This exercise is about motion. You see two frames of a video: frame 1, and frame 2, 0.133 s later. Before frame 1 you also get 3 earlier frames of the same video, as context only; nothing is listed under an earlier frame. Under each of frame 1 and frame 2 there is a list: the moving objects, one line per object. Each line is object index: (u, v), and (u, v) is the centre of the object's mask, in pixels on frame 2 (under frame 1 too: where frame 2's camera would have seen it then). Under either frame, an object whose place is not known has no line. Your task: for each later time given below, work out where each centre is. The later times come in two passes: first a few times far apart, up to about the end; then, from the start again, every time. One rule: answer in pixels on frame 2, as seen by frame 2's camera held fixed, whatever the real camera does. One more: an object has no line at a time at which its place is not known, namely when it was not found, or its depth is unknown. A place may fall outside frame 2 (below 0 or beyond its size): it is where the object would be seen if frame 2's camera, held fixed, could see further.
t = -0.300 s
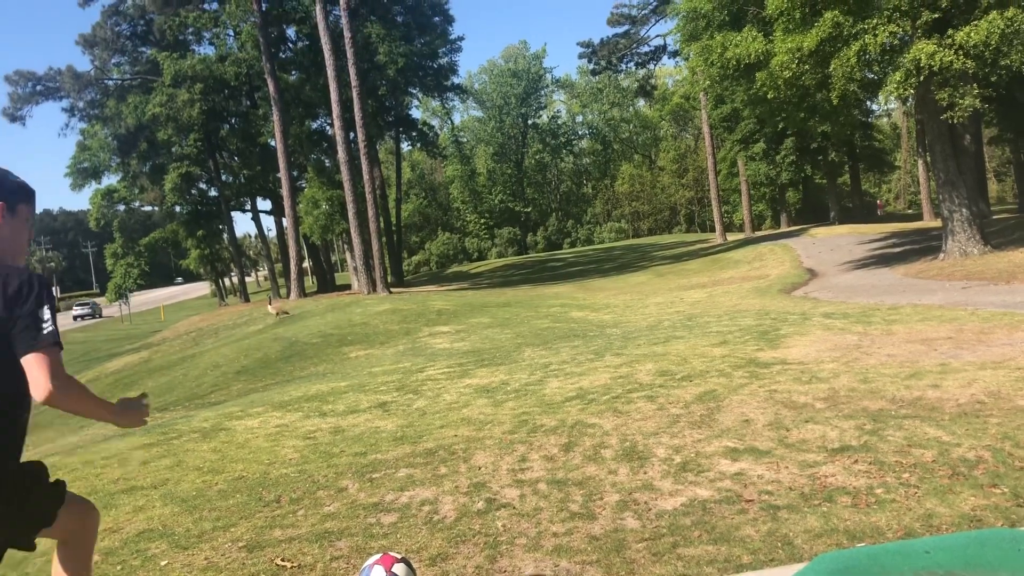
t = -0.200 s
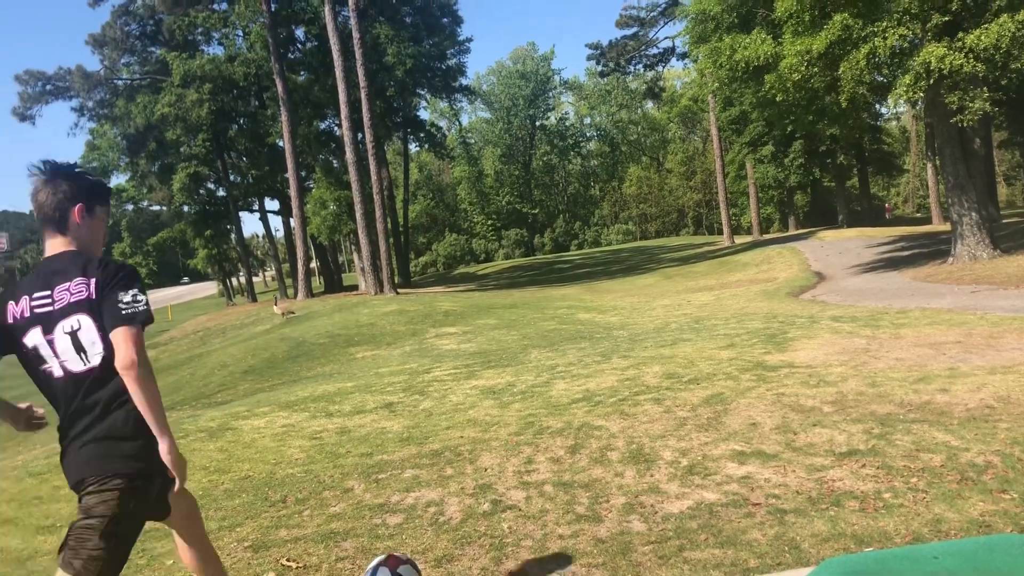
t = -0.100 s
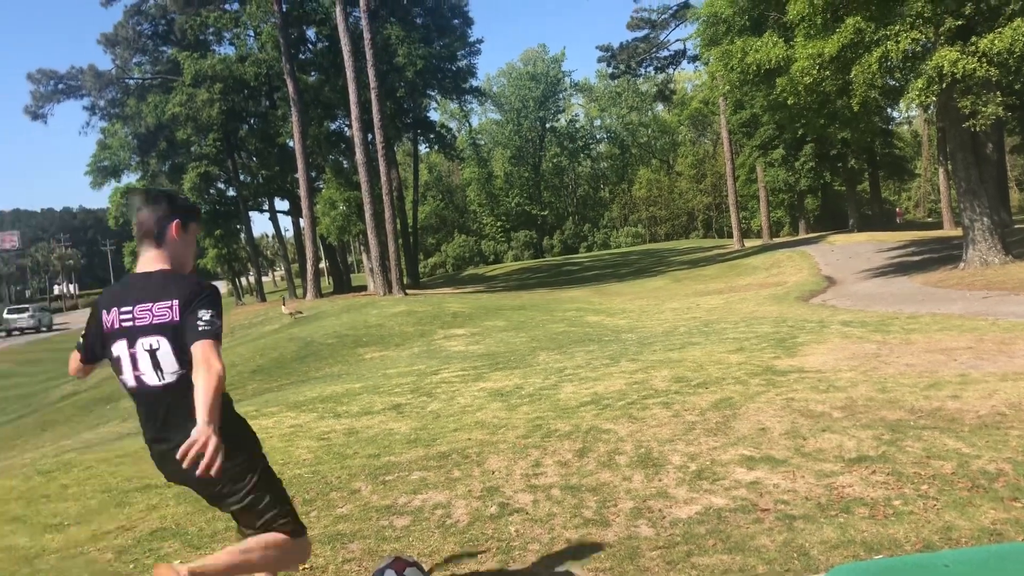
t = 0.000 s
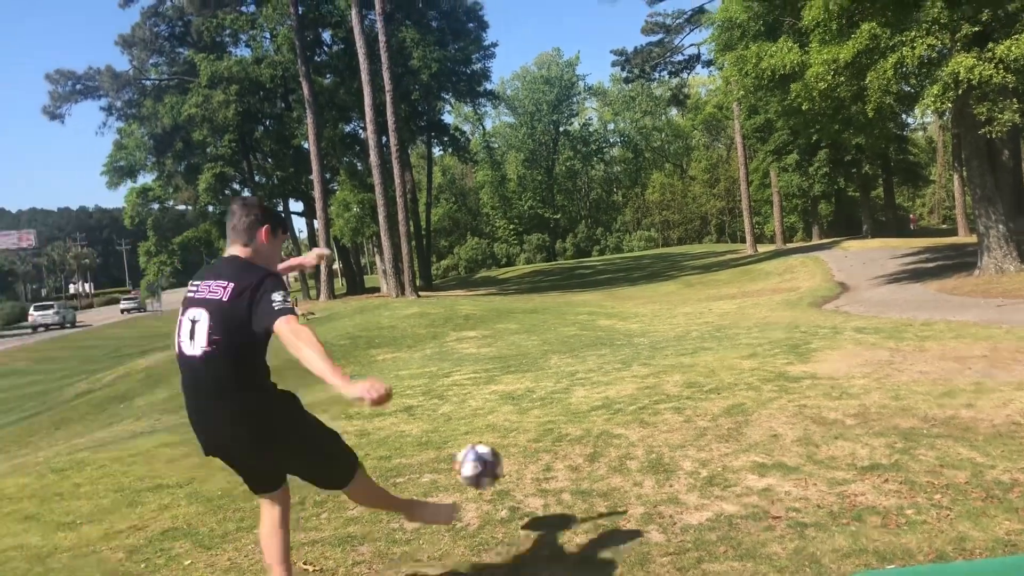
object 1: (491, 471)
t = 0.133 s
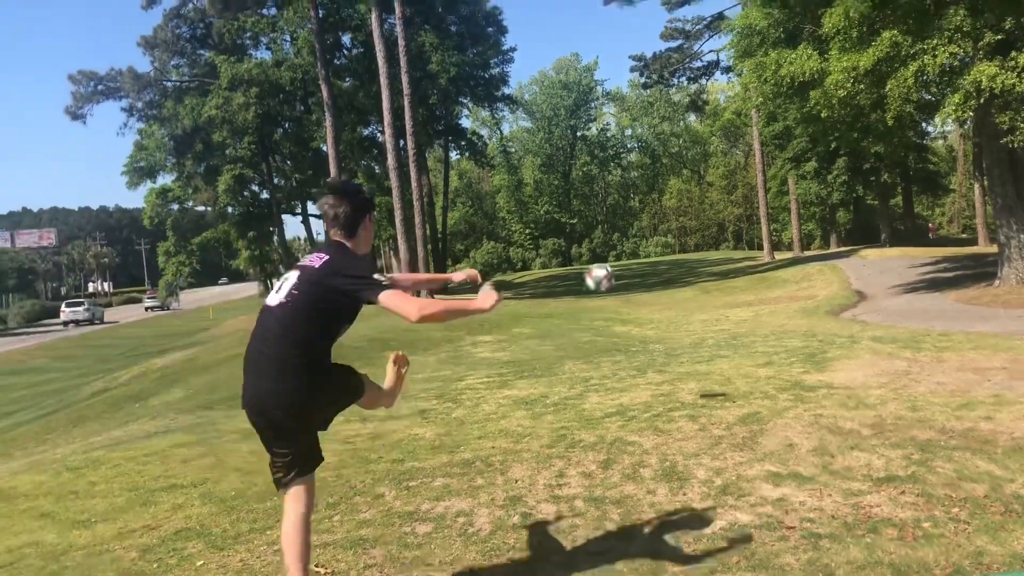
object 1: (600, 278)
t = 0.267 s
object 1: (642, 212)
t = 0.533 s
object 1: (665, 187)
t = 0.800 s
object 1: (664, 212)
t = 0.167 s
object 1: (613, 254)
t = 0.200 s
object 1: (624, 237)
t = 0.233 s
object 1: (633, 223)
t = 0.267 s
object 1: (642, 212)
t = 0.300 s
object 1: (647, 204)
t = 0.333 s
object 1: (653, 196)
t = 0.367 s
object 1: (657, 192)
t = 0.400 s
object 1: (658, 188)
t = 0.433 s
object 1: (663, 187)
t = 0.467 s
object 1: (663, 187)
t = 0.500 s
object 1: (664, 186)
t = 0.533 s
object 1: (665, 187)
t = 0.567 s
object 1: (667, 189)
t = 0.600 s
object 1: (666, 191)
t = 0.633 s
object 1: (666, 193)
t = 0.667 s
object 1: (665, 195)
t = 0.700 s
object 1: (665, 199)
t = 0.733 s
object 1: (664, 202)
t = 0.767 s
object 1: (664, 207)
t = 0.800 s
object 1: (664, 212)
